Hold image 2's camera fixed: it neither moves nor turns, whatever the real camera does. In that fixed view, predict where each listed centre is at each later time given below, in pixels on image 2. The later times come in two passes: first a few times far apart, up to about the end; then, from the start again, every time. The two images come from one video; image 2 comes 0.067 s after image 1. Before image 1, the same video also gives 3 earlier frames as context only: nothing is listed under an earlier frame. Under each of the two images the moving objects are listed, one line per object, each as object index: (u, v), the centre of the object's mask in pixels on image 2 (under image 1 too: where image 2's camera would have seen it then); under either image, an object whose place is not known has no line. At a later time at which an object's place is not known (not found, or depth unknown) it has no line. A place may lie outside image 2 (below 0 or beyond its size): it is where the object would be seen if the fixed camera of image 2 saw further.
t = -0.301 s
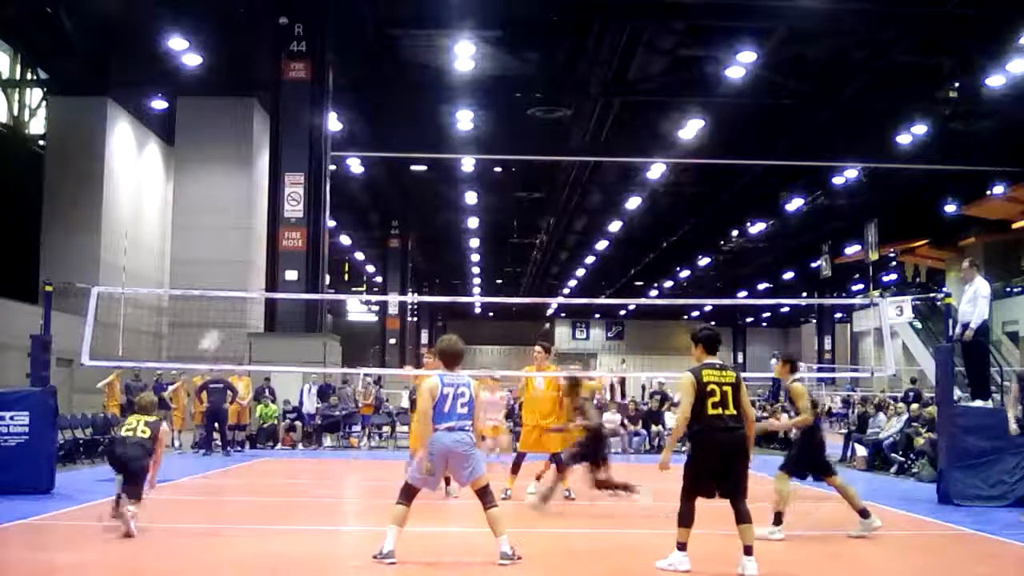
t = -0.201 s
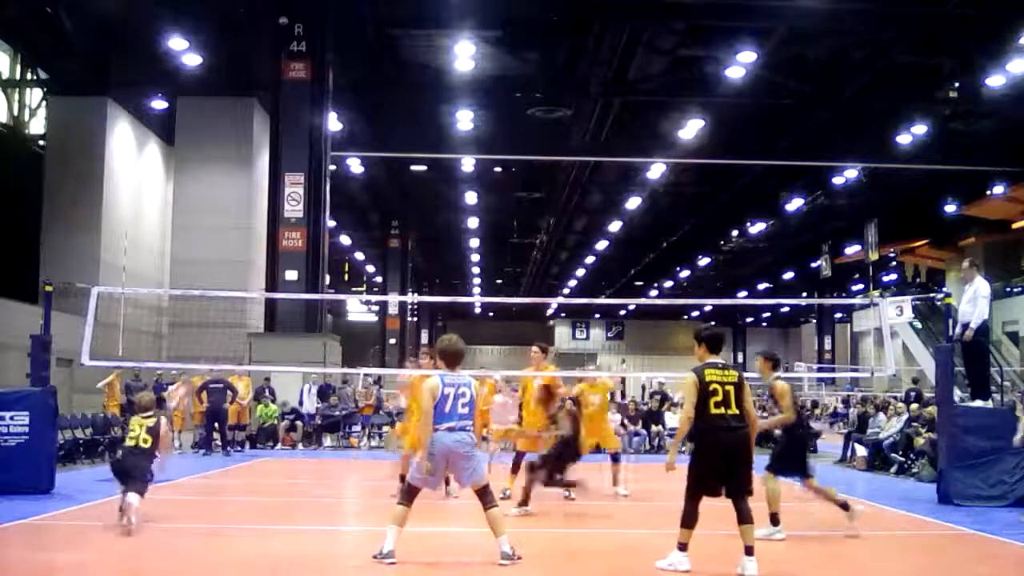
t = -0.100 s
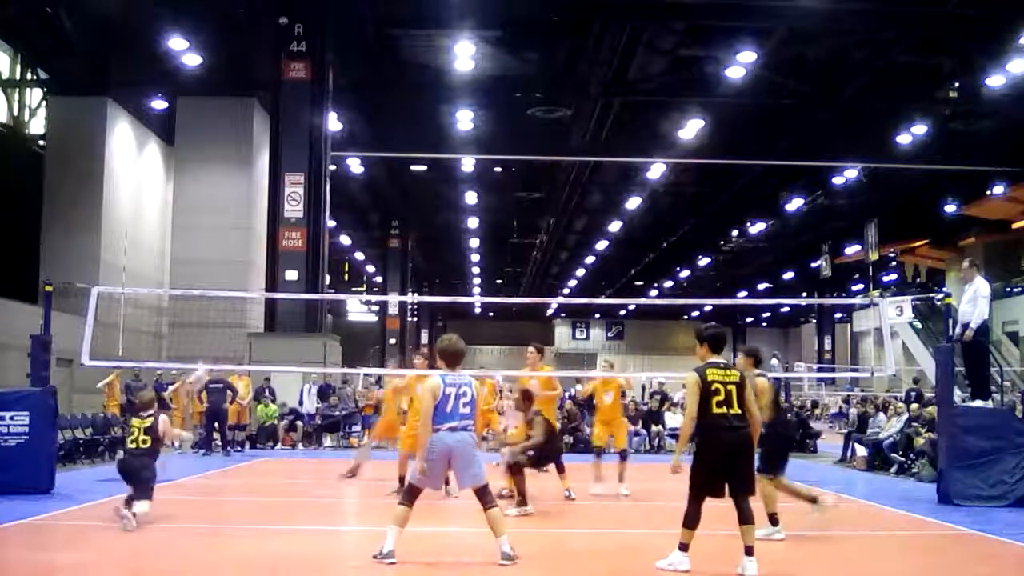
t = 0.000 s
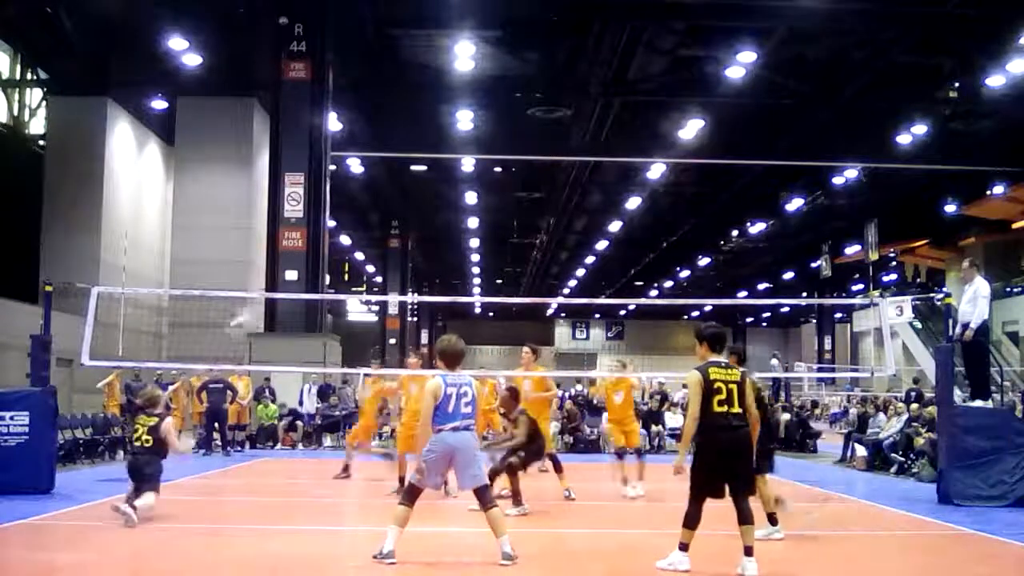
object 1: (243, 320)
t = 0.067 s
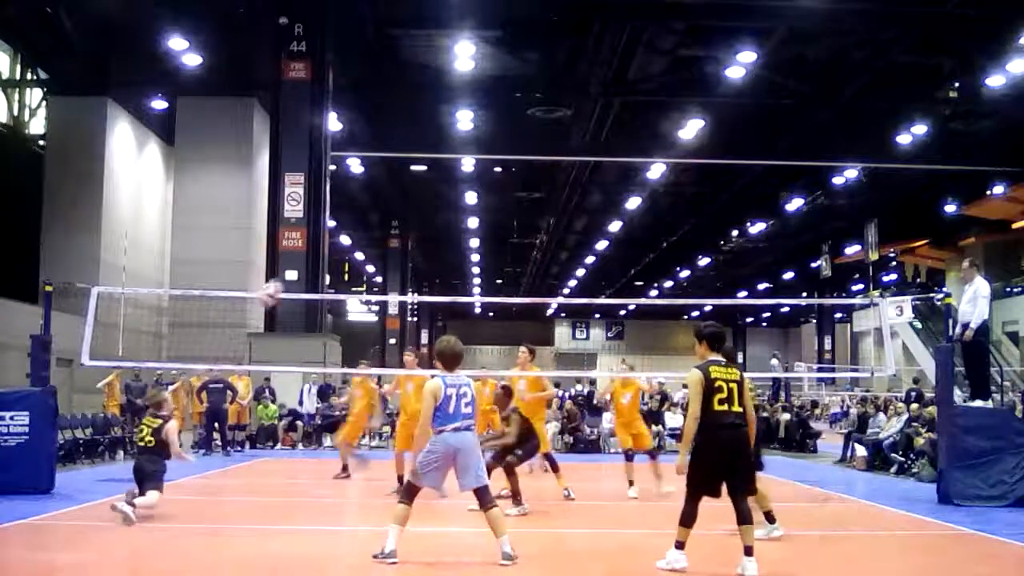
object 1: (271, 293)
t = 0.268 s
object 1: (353, 230)
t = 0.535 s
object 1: (452, 216)
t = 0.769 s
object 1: (540, 258)
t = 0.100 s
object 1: (283, 280)
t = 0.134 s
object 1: (300, 266)
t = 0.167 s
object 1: (310, 258)
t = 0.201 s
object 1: (324, 248)
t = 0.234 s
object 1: (338, 239)
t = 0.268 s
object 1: (353, 230)
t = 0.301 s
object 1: (364, 227)
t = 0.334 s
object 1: (377, 222)
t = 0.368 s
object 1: (390, 218)
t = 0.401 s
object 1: (403, 216)
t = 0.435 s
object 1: (417, 215)
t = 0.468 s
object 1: (429, 214)
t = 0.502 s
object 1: (441, 215)
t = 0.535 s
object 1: (452, 216)
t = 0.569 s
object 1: (465, 218)
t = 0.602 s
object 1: (480, 223)
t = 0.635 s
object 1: (492, 228)
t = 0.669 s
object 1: (503, 234)
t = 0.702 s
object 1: (515, 241)
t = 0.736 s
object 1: (527, 249)
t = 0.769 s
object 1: (540, 258)
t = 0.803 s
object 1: (552, 269)
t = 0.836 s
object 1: (562, 277)
